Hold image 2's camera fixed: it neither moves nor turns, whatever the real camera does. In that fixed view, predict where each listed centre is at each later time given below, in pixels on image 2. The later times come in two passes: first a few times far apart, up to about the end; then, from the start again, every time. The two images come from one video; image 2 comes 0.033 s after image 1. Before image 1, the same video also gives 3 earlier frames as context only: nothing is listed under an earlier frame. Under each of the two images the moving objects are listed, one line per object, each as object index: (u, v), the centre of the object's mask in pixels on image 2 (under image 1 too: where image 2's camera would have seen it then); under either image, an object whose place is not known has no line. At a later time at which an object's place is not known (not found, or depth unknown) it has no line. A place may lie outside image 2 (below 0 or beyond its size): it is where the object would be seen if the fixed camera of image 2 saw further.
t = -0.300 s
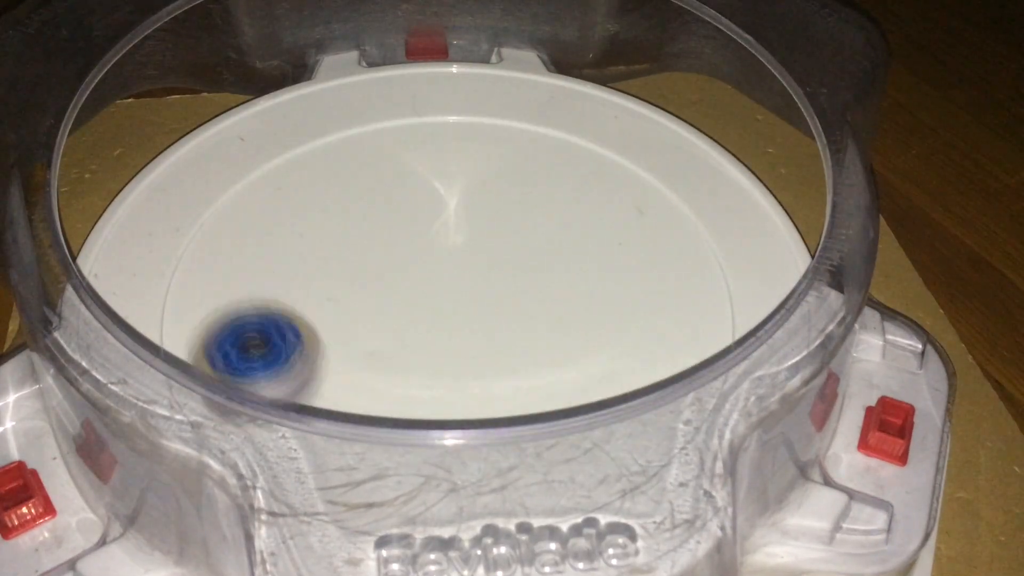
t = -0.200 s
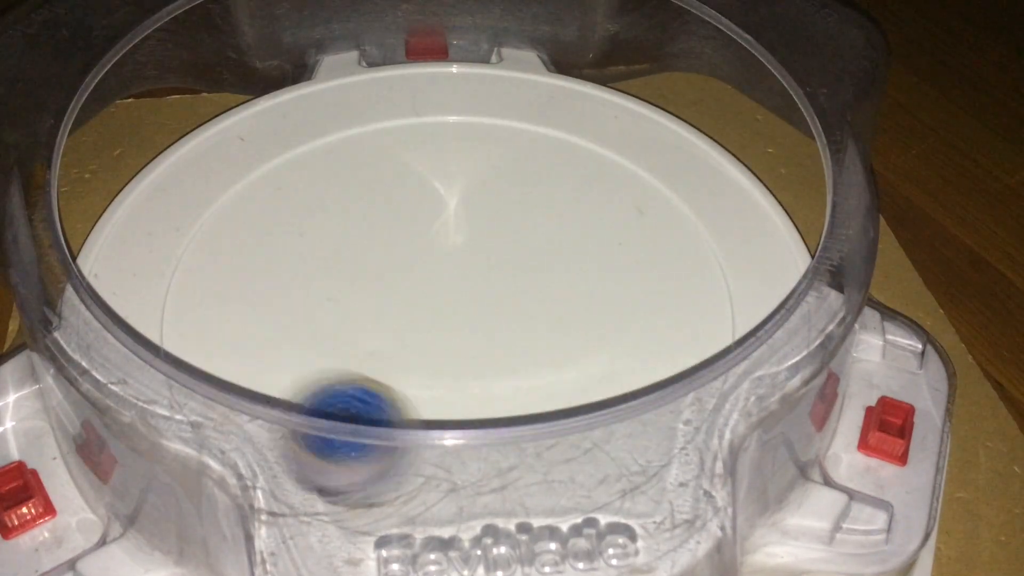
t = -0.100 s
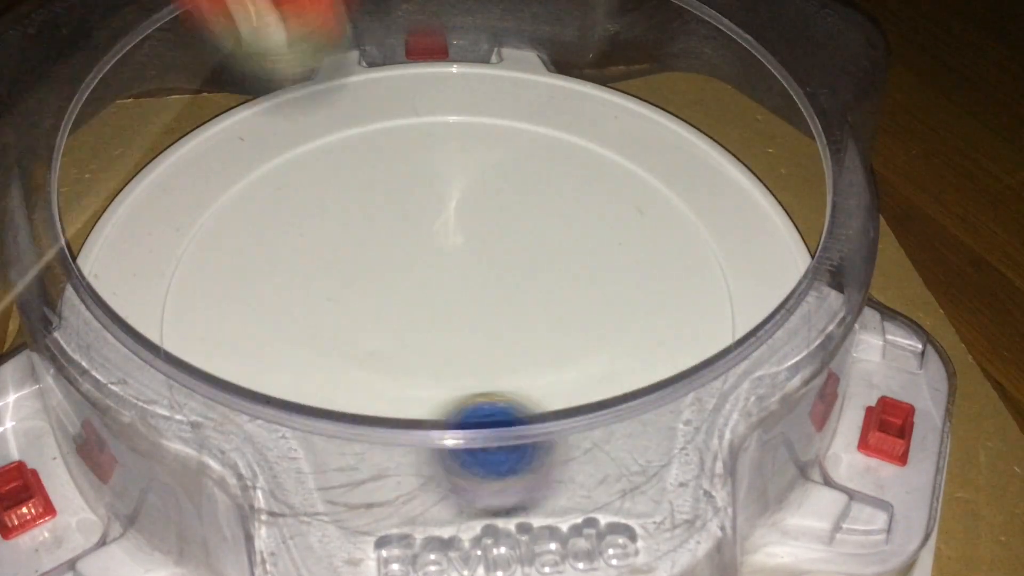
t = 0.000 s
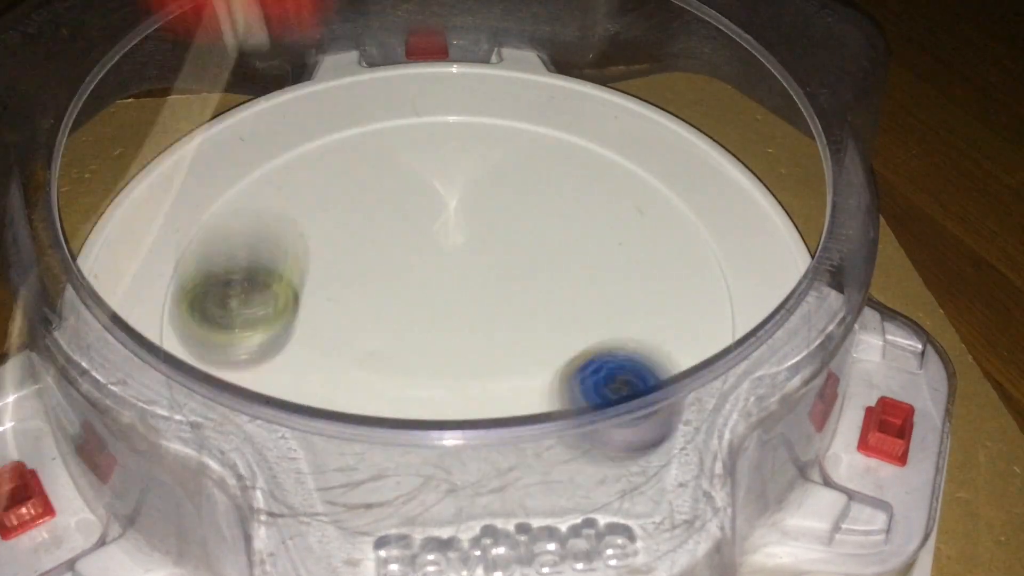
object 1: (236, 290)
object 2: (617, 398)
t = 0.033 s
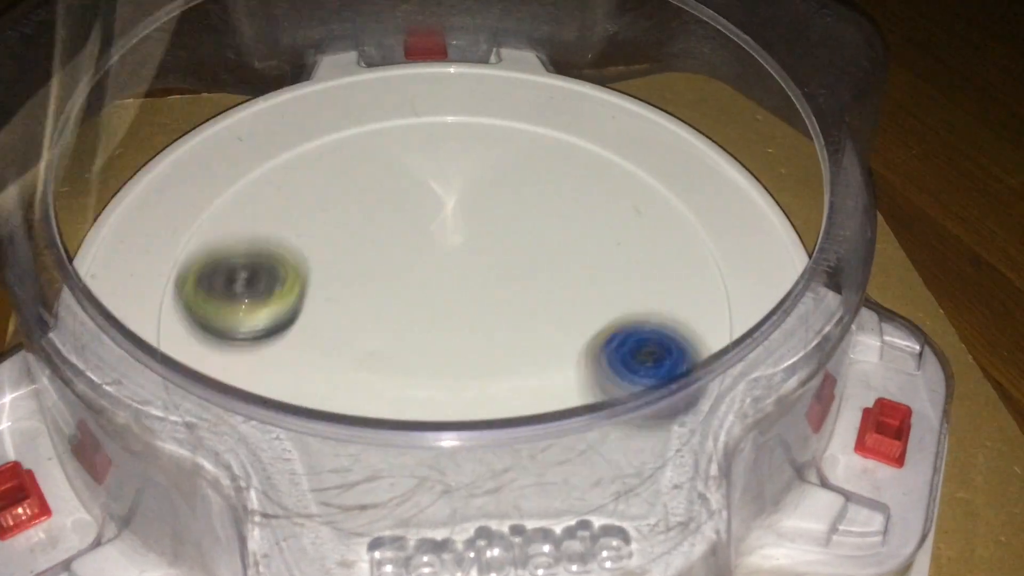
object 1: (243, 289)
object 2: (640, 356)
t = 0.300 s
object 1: (408, 335)
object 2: (567, 157)
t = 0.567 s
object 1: (464, 274)
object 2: (333, 167)
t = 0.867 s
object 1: (307, 248)
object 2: (235, 345)
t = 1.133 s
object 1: (376, 355)
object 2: (468, 468)
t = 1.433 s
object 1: (492, 242)
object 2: (634, 254)
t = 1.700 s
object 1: (331, 216)
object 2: (387, 125)
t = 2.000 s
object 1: (401, 341)
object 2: (196, 302)
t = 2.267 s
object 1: (517, 260)
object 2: (499, 458)
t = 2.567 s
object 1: (427, 216)
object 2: (642, 284)
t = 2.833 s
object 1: (390, 282)
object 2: (546, 172)
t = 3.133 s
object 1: (489, 315)
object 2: (334, 167)
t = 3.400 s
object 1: (507, 258)
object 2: (286, 361)
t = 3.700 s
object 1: (453, 329)
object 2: (574, 172)
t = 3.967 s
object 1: (451, 296)
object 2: (250, 394)
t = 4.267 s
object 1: (444, 318)
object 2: (591, 187)
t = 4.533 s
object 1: (403, 304)
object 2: (213, 333)
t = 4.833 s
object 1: (411, 287)
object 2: (625, 249)
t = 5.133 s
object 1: (427, 270)
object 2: (245, 257)
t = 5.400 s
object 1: (444, 273)
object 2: (598, 357)
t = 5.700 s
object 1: (468, 287)
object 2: (375, 189)
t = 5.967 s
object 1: (457, 306)
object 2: (416, 406)
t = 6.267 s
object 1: (444, 312)
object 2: (515, 220)
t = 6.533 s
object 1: (422, 309)
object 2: (298, 293)
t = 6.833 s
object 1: (421, 259)
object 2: (526, 324)
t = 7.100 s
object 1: (383, 305)
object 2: (444, 211)
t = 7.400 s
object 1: (510, 375)
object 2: (396, 222)
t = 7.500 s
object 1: (507, 334)
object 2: (417, 267)
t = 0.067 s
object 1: (255, 273)
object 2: (663, 333)
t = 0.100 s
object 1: (271, 274)
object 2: (675, 304)
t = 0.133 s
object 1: (292, 296)
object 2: (674, 270)
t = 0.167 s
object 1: (315, 332)
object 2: (664, 239)
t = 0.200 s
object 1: (337, 324)
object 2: (648, 212)
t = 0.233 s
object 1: (361, 327)
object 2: (624, 188)
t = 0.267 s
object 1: (386, 335)
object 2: (597, 171)
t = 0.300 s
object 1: (408, 335)
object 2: (567, 157)
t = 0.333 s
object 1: (430, 335)
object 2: (538, 147)
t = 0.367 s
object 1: (447, 333)
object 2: (505, 140)
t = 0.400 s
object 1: (460, 329)
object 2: (473, 138)
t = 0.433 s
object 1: (469, 322)
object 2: (442, 138)
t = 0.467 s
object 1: (474, 312)
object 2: (412, 141)
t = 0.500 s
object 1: (475, 301)
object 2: (384, 147)
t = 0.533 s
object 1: (472, 287)
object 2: (357, 157)
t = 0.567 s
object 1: (464, 274)
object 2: (333, 167)
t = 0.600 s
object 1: (454, 261)
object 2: (309, 181)
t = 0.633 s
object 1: (440, 249)
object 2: (289, 196)
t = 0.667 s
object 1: (422, 240)
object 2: (270, 213)
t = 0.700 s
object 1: (402, 233)
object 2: (255, 232)
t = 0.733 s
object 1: (382, 230)
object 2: (242, 253)
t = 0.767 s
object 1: (360, 229)
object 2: (233, 274)
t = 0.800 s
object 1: (341, 231)
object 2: (227, 299)
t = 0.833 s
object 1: (322, 238)
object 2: (225, 325)
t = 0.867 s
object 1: (307, 248)
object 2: (235, 345)
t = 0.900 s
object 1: (296, 262)
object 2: (241, 373)
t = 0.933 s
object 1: (290, 278)
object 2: (258, 395)
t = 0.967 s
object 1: (290, 295)
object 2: (283, 413)
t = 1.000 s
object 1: (297, 312)
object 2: (312, 442)
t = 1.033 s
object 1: (310, 327)
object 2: (349, 459)
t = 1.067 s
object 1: (328, 340)
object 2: (387, 468)
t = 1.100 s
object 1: (350, 350)
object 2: (425, 471)
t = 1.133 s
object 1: (376, 355)
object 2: (468, 468)
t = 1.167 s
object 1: (402, 355)
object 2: (508, 460)
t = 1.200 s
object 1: (428, 350)
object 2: (548, 442)
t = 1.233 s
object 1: (451, 340)
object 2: (577, 416)
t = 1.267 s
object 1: (471, 327)
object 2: (606, 398)
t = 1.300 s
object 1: (486, 311)
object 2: (622, 361)
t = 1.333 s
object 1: (495, 294)
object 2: (639, 340)
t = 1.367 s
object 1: (500, 276)
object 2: (646, 314)
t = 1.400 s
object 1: (498, 259)
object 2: (644, 284)
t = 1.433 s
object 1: (492, 242)
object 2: (634, 254)
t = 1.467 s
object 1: (480, 227)
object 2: (616, 227)
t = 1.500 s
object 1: (466, 214)
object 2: (592, 201)
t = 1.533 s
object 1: (447, 204)
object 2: (563, 180)
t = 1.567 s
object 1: (427, 198)
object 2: (527, 161)
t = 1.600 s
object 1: (400, 197)
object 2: (492, 144)
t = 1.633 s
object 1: (374, 199)
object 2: (460, 132)
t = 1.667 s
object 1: (351, 206)
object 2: (423, 125)
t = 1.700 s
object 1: (331, 216)
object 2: (387, 125)
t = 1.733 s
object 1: (318, 229)
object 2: (353, 129)
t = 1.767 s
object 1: (309, 245)
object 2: (320, 138)
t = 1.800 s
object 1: (305, 262)
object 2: (291, 150)
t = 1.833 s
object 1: (308, 280)
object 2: (261, 167)
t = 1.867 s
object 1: (316, 297)
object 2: (236, 187)
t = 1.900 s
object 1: (330, 314)
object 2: (217, 211)
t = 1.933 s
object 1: (351, 327)
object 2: (203, 239)
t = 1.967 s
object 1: (375, 336)
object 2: (195, 269)
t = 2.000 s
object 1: (401, 341)
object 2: (196, 302)
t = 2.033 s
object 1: (428, 342)
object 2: (210, 329)
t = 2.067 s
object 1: (451, 338)
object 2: (223, 363)
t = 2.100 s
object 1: (472, 330)
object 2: (251, 393)
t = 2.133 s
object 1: (491, 319)
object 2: (287, 428)
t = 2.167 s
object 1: (505, 306)
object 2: (344, 449)
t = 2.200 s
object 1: (513, 291)
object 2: (395, 461)
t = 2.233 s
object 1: (518, 274)
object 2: (451, 465)
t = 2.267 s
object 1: (517, 260)
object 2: (499, 458)
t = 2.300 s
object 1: (512, 247)
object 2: (542, 442)
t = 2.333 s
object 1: (504, 235)
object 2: (571, 419)
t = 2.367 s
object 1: (496, 226)
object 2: (599, 400)
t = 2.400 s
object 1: (486, 220)
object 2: (613, 368)
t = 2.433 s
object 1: (474, 215)
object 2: (629, 354)
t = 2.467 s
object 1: (462, 213)
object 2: (641, 340)
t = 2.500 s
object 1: (450, 213)
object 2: (646, 321)
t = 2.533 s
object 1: (438, 214)
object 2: (646, 301)
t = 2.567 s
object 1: (427, 216)
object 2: (642, 284)
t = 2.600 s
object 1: (416, 221)
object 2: (637, 267)
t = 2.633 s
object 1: (406, 227)
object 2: (629, 252)
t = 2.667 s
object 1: (398, 234)
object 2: (620, 236)
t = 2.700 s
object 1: (391, 241)
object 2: (609, 221)
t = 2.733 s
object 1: (387, 250)
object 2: (597, 208)
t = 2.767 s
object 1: (386, 259)
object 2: (581, 194)
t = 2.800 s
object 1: (387, 270)
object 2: (565, 182)
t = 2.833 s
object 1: (390, 282)
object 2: (546, 172)
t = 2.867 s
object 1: (396, 292)
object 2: (527, 163)
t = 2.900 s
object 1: (404, 301)
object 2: (506, 155)
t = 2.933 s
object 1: (414, 309)
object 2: (483, 150)
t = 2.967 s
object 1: (426, 314)
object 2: (460, 146)
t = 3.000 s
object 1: (439, 318)
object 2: (435, 145)
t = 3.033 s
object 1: (452, 320)
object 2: (409, 147)
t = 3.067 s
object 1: (466, 320)
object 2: (384, 150)
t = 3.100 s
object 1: (478, 319)
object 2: (358, 157)
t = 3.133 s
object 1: (489, 315)
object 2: (334, 167)
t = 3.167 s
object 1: (498, 311)
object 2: (311, 180)
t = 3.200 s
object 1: (506, 305)
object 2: (289, 196)
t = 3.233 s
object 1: (512, 298)
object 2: (271, 215)
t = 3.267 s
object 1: (516, 291)
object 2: (257, 238)
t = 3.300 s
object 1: (518, 284)
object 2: (248, 262)
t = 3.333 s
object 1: (518, 277)
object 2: (246, 288)
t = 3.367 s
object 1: (517, 270)
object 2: (250, 317)
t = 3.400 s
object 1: (507, 258)
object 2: (286, 361)
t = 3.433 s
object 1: (491, 251)
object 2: (343, 410)
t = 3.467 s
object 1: (472, 250)
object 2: (425, 431)
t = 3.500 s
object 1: (453, 255)
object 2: (514, 425)
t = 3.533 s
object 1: (437, 265)
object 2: (585, 392)
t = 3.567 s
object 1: (427, 280)
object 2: (633, 346)
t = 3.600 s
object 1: (424, 296)
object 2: (654, 299)
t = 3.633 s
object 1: (427, 311)
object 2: (648, 249)
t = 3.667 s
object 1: (437, 323)
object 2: (619, 206)
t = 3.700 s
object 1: (453, 329)
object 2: (574, 172)
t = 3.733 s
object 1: (469, 330)
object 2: (518, 150)
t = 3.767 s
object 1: (482, 325)
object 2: (455, 142)
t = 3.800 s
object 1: (489, 318)
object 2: (386, 149)
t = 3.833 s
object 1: (489, 310)
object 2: (319, 172)
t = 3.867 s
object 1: (485, 302)
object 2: (263, 215)
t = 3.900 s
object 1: (477, 297)
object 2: (229, 270)
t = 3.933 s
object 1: (465, 295)
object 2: (223, 331)
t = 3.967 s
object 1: (451, 296)
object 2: (250, 394)
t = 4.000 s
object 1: (440, 301)
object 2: (320, 455)
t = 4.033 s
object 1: (429, 310)
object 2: (411, 487)
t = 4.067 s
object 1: (425, 319)
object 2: (509, 482)
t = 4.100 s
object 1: (426, 327)
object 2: (593, 438)
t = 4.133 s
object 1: (430, 329)
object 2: (646, 385)
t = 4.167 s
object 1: (436, 329)
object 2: (668, 329)
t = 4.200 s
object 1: (440, 327)
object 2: (665, 275)
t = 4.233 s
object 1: (443, 323)
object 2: (638, 227)
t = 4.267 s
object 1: (444, 318)
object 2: (591, 187)
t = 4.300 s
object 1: (441, 314)
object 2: (533, 160)
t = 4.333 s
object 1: (435, 311)
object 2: (464, 145)
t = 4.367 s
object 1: (428, 308)
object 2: (392, 145)
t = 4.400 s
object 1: (422, 306)
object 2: (324, 159)
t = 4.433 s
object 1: (415, 305)
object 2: (265, 189)
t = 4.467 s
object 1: (410, 305)
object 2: (224, 232)
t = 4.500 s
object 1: (406, 304)
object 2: (202, 284)
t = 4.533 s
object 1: (403, 304)
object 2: (213, 333)
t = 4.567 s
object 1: (401, 304)
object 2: (239, 390)
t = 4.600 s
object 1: (401, 304)
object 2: (299, 433)
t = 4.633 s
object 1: (402, 303)
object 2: (373, 457)
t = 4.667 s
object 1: (403, 302)
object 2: (458, 456)
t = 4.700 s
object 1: (405, 300)
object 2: (534, 424)
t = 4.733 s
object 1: (407, 297)
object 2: (590, 391)
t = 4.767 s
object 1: (409, 294)
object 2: (624, 344)
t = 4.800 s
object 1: (411, 291)
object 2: (635, 297)
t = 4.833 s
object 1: (411, 287)
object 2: (625, 249)
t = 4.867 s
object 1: (412, 284)
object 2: (597, 209)
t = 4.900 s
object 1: (413, 281)
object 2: (557, 177)
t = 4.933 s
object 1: (414, 278)
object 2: (506, 155)
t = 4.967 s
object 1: (416, 277)
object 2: (452, 144)
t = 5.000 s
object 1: (417, 275)
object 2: (397, 146)
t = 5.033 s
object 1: (420, 273)
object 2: (344, 159)
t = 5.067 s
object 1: (422, 272)
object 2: (298, 183)
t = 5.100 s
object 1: (424, 271)
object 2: (265, 217)
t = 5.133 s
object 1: (427, 270)
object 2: (245, 257)
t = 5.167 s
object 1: (430, 270)
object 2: (244, 304)
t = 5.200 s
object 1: (433, 269)
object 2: (265, 347)
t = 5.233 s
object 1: (435, 269)
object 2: (310, 375)
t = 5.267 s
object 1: (437, 269)
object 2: (365, 413)
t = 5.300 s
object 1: (438, 269)
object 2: (434, 420)
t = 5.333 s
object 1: (440, 270)
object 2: (501, 413)
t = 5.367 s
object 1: (442, 271)
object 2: (554, 379)
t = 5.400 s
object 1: (444, 273)
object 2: (598, 357)
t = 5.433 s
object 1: (447, 275)
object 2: (620, 320)
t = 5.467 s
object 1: (450, 277)
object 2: (623, 282)
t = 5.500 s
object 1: (454, 280)
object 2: (611, 247)
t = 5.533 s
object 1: (458, 282)
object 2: (587, 217)
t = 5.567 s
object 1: (462, 283)
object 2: (553, 194)
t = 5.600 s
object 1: (465, 284)
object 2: (511, 178)
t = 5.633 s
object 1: (467, 285)
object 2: (465, 173)
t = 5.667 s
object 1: (468, 286)
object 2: (419, 176)
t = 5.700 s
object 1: (468, 287)
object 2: (375, 189)
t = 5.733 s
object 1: (468, 289)
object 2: (336, 210)
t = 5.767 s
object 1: (467, 291)
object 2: (305, 238)
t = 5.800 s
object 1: (466, 293)
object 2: (288, 273)
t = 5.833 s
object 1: (465, 295)
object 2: (285, 310)
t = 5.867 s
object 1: (463, 298)
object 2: (298, 347)
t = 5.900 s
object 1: (462, 300)
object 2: (329, 370)
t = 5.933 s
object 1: (460, 303)
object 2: (370, 387)
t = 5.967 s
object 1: (457, 306)
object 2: (416, 406)
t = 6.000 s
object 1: (455, 307)
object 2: (465, 407)
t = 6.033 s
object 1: (451, 310)
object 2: (509, 385)
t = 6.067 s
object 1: (449, 313)
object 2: (547, 373)
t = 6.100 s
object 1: (447, 316)
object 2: (572, 348)
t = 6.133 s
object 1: (446, 319)
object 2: (582, 317)
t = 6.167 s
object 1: (448, 320)
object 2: (577, 287)
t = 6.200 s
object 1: (450, 317)
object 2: (564, 261)
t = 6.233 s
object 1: (448, 314)
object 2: (542, 238)
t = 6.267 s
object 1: (444, 312)
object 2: (515, 220)
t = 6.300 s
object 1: (438, 310)
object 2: (482, 208)
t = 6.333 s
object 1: (432, 309)
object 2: (445, 204)
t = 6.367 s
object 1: (427, 309)
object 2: (409, 205)
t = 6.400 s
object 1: (423, 309)
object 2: (375, 213)
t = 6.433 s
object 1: (419, 309)
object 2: (345, 226)
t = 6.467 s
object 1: (417, 308)
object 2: (322, 247)
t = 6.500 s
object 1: (418, 308)
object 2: (307, 269)
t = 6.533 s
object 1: (422, 309)
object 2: (298, 293)
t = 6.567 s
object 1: (428, 308)
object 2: (298, 318)
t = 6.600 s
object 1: (432, 305)
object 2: (312, 342)
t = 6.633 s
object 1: (434, 300)
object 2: (337, 360)
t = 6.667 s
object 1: (436, 294)
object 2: (370, 373)
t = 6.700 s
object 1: (434, 287)
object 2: (409, 377)
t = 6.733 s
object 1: (434, 278)
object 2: (449, 376)
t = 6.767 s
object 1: (432, 269)
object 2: (485, 364)
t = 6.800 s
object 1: (427, 263)
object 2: (510, 346)
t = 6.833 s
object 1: (421, 259)
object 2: (526, 324)
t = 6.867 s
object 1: (414, 257)
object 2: (533, 301)
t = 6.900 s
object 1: (408, 257)
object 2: (530, 278)
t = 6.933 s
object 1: (403, 260)
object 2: (520, 256)
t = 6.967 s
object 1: (387, 265)
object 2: (514, 237)
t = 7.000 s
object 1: (377, 274)
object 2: (502, 222)
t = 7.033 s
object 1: (374, 285)
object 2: (484, 213)
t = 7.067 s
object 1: (377, 295)
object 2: (464, 210)
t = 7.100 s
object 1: (383, 305)
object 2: (444, 211)
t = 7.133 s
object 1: (392, 313)
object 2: (425, 217)
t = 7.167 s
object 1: (405, 317)
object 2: (408, 226)
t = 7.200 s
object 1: (410, 347)
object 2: (405, 217)
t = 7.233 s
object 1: (415, 381)
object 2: (409, 196)
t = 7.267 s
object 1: (431, 403)
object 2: (409, 189)
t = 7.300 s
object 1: (455, 404)
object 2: (406, 192)
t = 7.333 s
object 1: (479, 389)
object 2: (403, 200)
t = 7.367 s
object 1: (498, 382)
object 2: (399, 210)
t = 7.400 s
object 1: (510, 375)
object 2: (396, 222)
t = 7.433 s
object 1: (515, 363)
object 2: (397, 235)
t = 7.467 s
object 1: (514, 348)
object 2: (404, 251)
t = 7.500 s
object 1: (507, 334)
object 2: (417, 267)
